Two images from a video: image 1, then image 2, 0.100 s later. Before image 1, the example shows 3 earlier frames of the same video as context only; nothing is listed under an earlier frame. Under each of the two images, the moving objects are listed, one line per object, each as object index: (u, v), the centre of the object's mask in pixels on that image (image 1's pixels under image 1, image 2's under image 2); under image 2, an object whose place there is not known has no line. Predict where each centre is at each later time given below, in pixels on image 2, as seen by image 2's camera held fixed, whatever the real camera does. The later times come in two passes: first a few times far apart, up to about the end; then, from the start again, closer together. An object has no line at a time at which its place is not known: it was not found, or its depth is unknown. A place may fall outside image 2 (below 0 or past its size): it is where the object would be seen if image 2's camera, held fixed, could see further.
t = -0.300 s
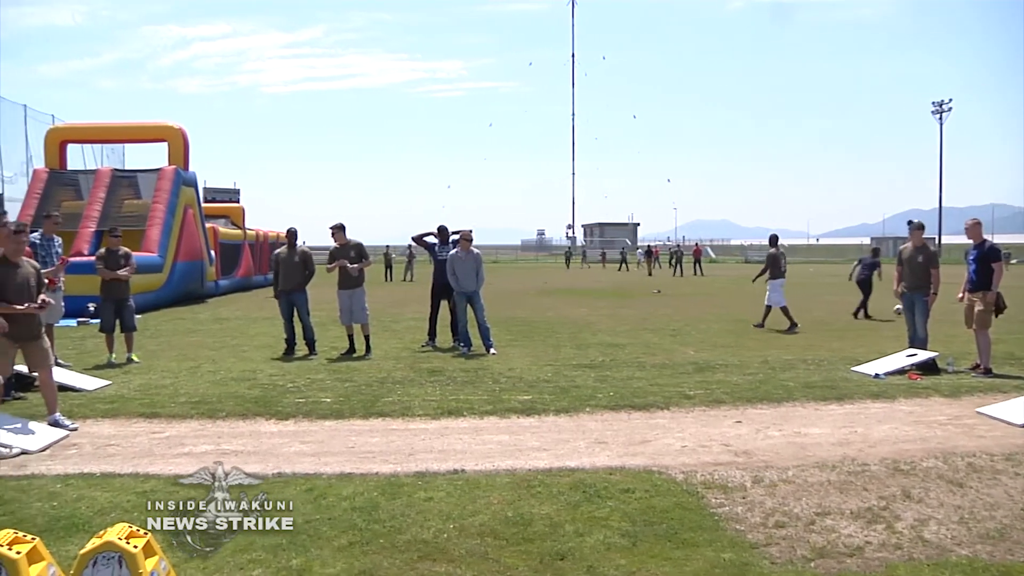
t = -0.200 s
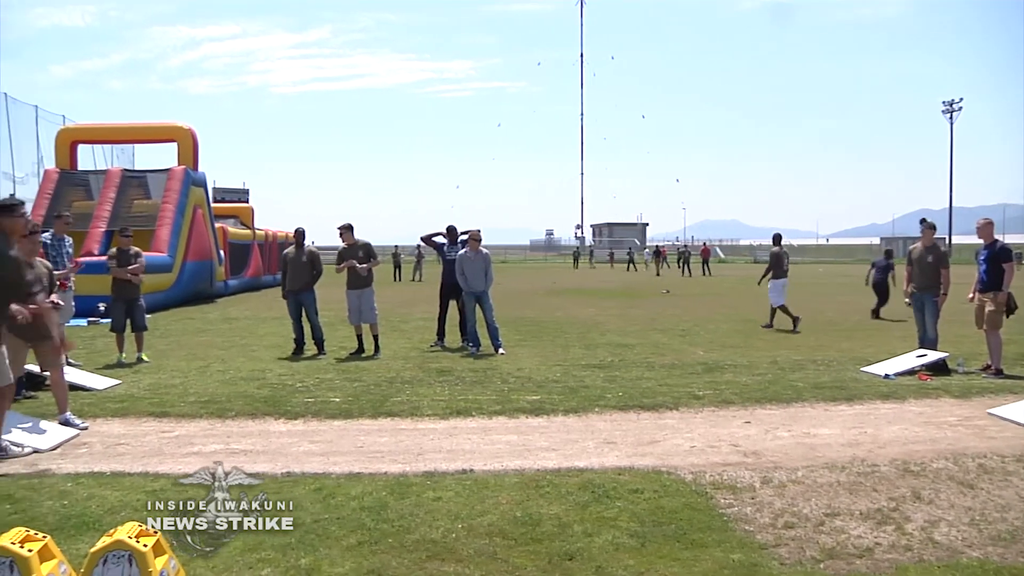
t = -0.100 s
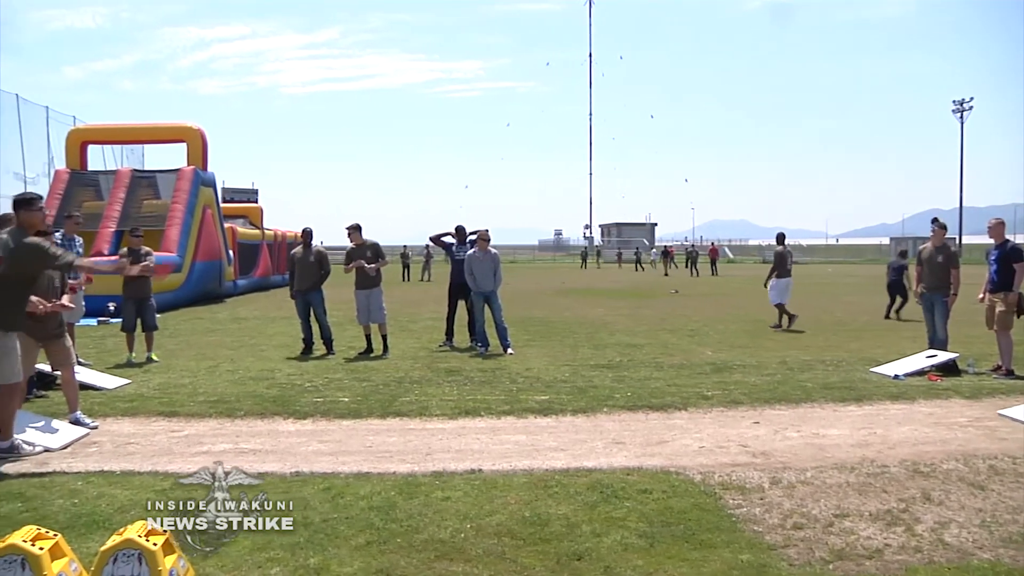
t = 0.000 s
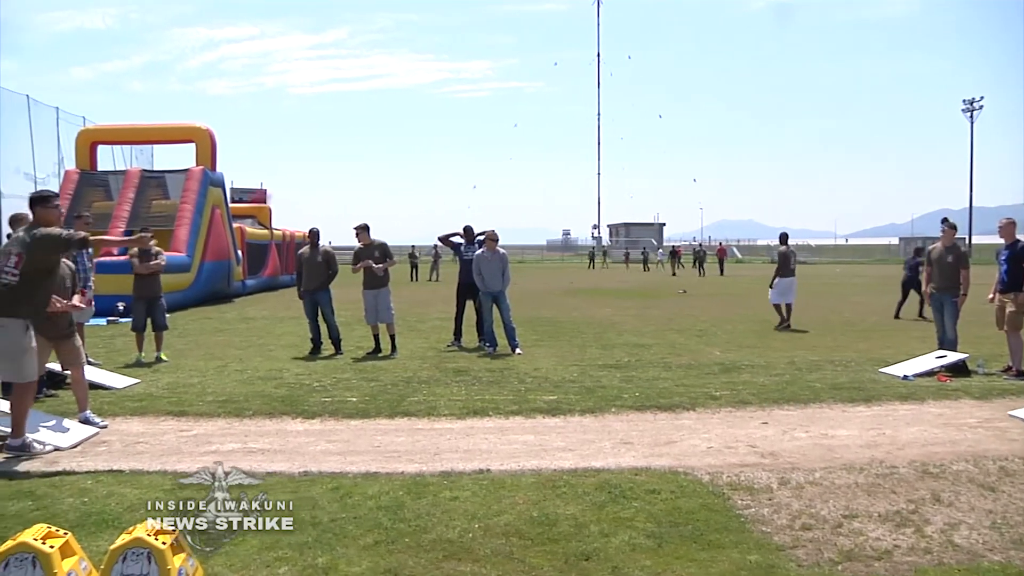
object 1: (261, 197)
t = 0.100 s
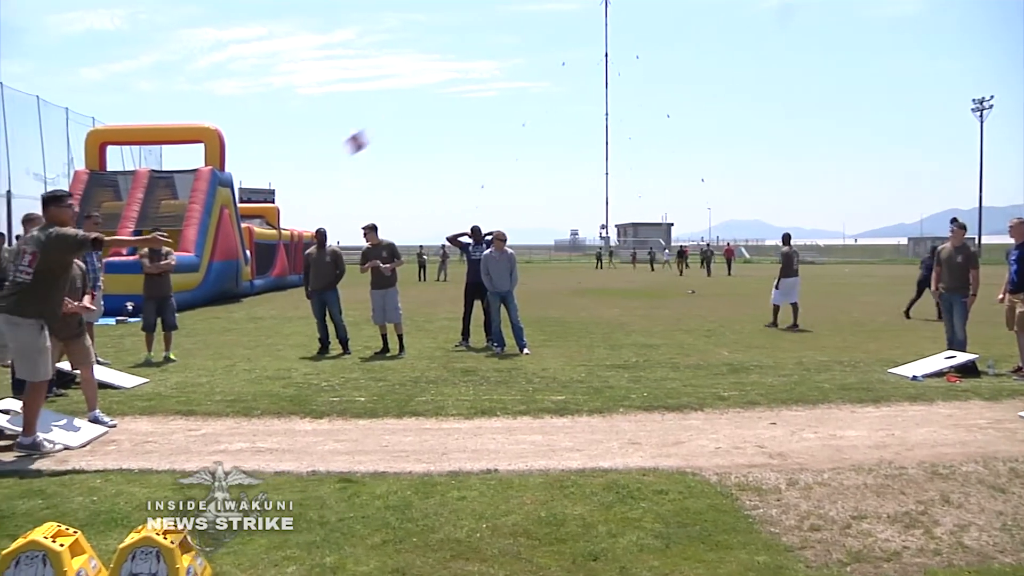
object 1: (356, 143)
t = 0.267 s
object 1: (503, 84)
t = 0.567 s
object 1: (743, 86)
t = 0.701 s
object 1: (837, 124)
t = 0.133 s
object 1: (386, 127)
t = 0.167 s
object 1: (416, 114)
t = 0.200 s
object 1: (445, 102)
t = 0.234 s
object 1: (475, 93)
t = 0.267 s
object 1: (503, 84)
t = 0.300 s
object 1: (532, 77)
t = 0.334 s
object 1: (561, 73)
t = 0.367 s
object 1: (589, 70)
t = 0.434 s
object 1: (641, 69)
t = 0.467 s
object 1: (667, 71)
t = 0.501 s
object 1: (694, 75)
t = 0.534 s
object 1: (718, 79)
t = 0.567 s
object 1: (743, 86)
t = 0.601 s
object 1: (765, 93)
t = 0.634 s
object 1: (789, 102)
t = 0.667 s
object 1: (814, 113)
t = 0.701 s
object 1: (837, 124)
